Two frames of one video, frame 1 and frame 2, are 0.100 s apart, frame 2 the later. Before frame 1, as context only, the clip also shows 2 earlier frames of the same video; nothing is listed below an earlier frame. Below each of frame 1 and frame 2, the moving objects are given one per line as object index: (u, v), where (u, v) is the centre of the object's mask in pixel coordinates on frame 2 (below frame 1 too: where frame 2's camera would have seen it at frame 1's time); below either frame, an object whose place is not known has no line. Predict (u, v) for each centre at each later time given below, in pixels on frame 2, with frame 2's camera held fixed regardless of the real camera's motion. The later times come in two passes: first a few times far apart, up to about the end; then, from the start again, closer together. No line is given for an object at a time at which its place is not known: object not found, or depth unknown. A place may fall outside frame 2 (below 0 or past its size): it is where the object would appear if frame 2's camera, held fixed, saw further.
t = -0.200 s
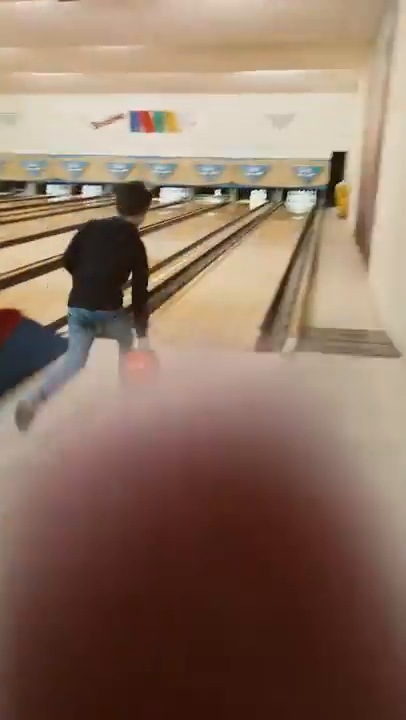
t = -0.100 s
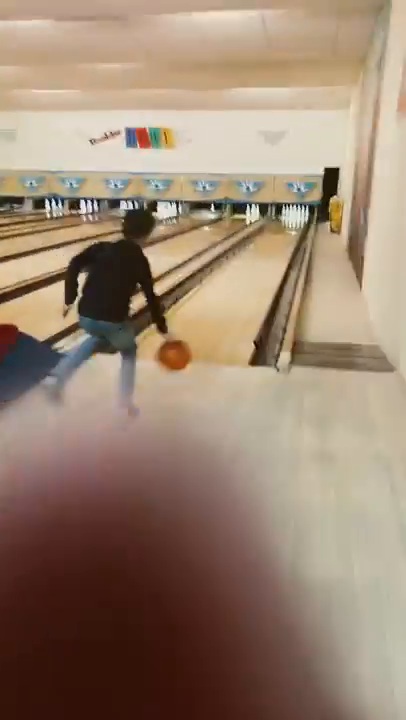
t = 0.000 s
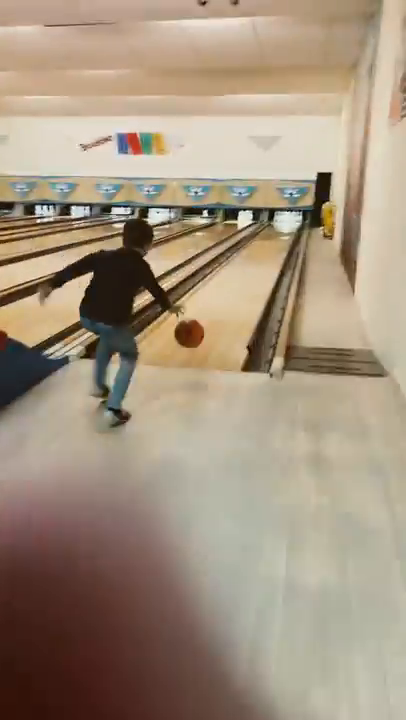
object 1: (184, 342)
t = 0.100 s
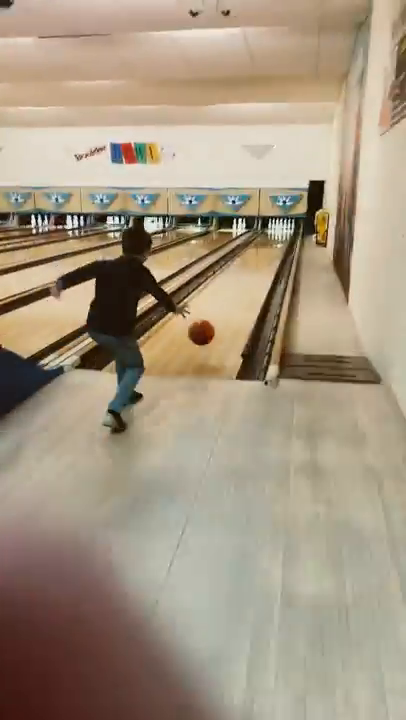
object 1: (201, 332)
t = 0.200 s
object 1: (213, 335)
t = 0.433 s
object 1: (235, 309)
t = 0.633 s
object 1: (247, 293)
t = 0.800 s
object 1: (256, 284)
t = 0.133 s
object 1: (206, 332)
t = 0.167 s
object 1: (210, 333)
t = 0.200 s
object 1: (213, 335)
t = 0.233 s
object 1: (217, 330)
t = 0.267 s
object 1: (220, 325)
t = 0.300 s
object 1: (223, 322)
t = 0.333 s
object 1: (227, 318)
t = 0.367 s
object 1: (229, 315)
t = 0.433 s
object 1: (235, 309)
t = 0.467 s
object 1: (238, 306)
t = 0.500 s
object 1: (240, 303)
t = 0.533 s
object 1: (242, 301)
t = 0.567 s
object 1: (244, 298)
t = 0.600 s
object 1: (245, 295)
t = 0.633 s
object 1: (247, 293)
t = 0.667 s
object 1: (249, 291)
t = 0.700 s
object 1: (251, 289)
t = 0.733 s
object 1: (253, 287)
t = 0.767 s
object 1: (255, 285)
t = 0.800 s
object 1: (256, 284)
